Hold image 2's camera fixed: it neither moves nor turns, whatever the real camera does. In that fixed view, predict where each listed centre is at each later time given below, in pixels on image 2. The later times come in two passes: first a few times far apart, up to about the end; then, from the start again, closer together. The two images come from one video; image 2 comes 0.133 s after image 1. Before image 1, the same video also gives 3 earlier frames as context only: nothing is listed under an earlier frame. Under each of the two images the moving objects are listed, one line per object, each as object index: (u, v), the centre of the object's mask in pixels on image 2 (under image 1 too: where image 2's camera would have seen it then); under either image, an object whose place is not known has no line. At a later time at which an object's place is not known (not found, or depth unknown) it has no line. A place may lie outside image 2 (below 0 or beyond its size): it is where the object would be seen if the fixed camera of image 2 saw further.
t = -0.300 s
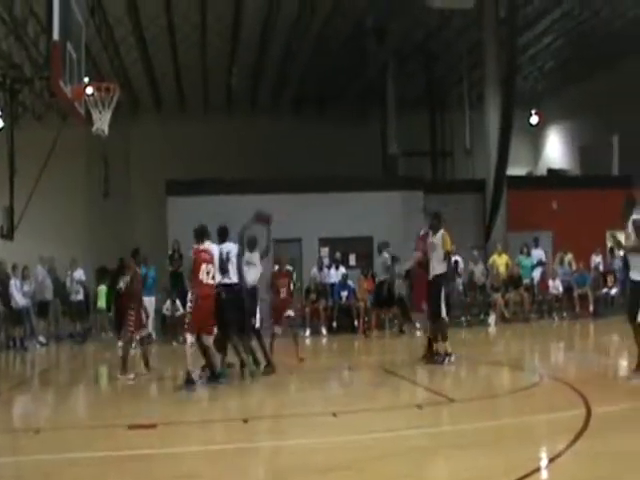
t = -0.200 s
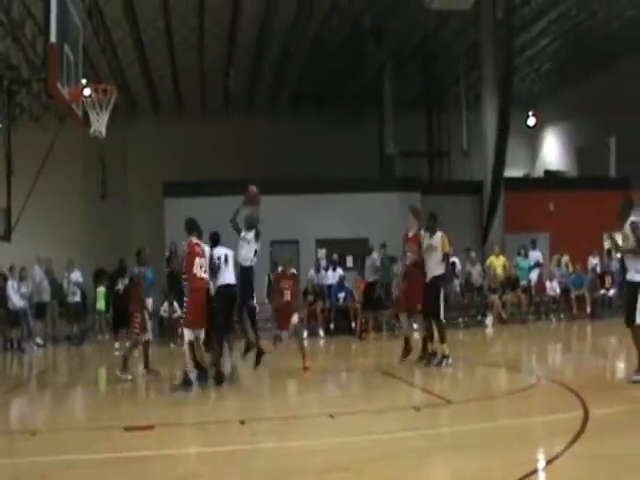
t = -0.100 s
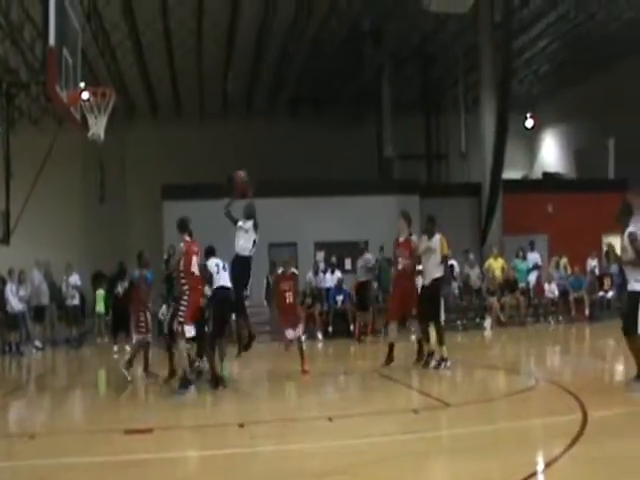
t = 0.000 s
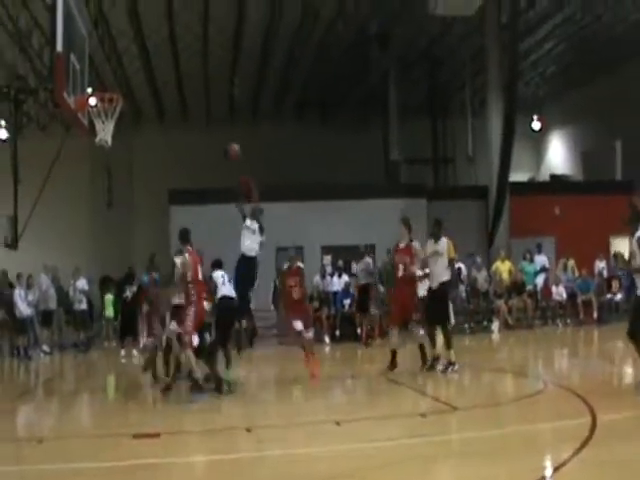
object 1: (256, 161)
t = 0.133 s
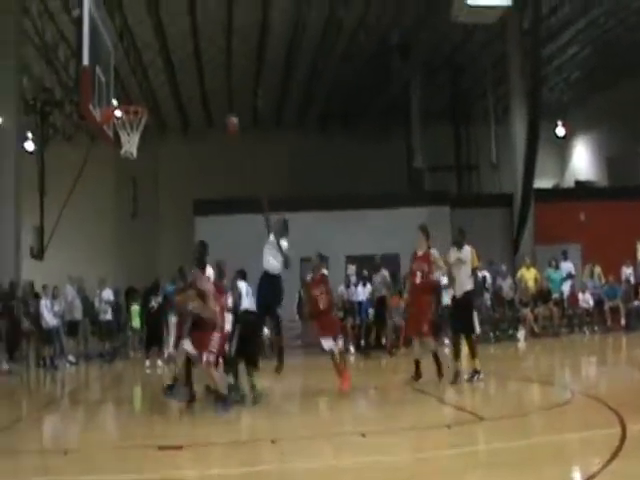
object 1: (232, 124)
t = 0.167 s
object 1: (225, 117)
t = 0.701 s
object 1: (119, 97)
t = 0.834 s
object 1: (115, 97)
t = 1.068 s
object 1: (136, 93)
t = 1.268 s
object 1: (152, 98)
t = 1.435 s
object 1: (166, 128)
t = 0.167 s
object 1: (225, 117)
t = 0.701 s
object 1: (119, 97)
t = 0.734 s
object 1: (116, 97)
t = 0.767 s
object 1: (116, 98)
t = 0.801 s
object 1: (116, 97)
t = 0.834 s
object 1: (115, 97)
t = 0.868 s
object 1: (116, 97)
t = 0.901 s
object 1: (116, 97)
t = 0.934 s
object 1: (121, 94)
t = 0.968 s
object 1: (127, 95)
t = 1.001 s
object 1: (128, 95)
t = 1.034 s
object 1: (132, 93)
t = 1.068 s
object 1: (136, 93)
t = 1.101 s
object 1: (141, 94)
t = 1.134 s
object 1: (143, 93)
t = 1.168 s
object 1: (144, 95)
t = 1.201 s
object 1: (147, 96)
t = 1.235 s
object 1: (148, 96)
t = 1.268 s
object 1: (152, 98)
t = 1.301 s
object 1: (156, 102)
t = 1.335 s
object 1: (158, 107)
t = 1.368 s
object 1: (161, 114)
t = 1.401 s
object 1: (164, 121)
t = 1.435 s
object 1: (166, 128)
